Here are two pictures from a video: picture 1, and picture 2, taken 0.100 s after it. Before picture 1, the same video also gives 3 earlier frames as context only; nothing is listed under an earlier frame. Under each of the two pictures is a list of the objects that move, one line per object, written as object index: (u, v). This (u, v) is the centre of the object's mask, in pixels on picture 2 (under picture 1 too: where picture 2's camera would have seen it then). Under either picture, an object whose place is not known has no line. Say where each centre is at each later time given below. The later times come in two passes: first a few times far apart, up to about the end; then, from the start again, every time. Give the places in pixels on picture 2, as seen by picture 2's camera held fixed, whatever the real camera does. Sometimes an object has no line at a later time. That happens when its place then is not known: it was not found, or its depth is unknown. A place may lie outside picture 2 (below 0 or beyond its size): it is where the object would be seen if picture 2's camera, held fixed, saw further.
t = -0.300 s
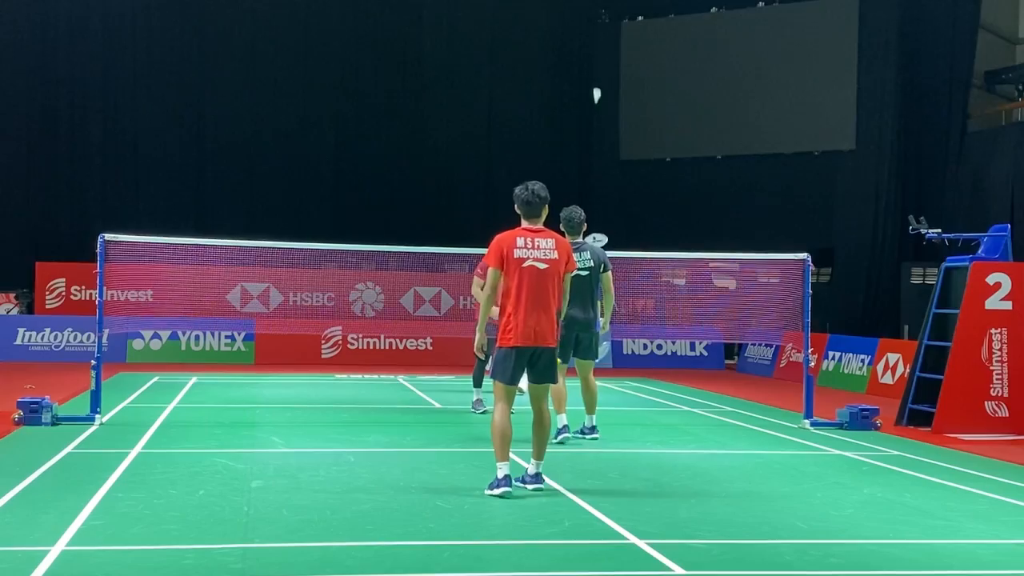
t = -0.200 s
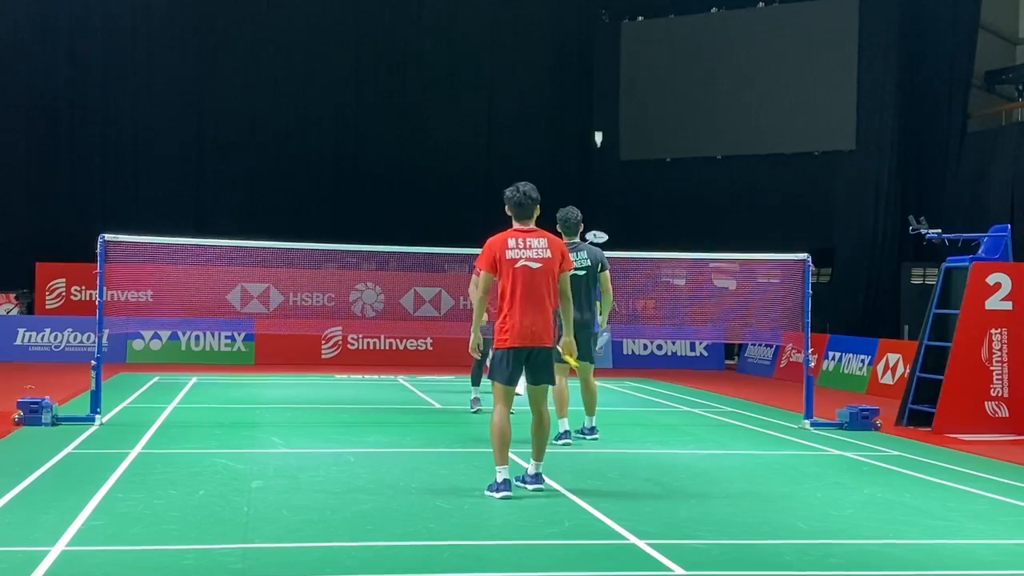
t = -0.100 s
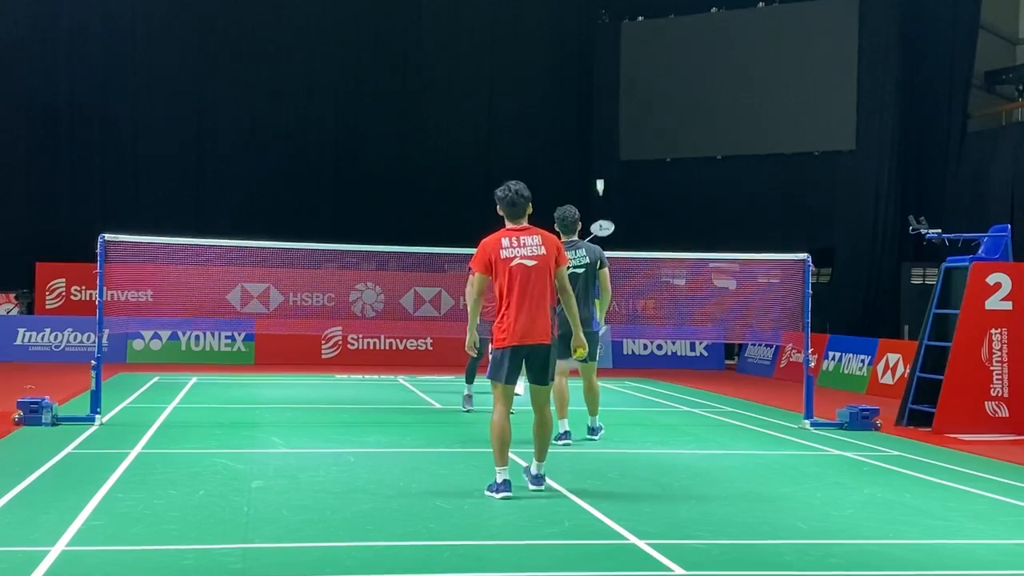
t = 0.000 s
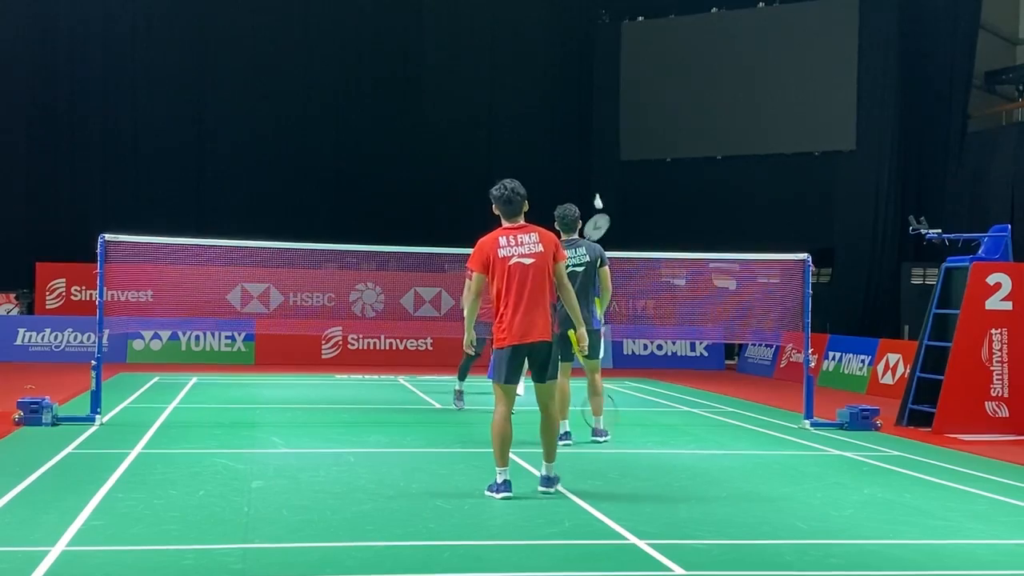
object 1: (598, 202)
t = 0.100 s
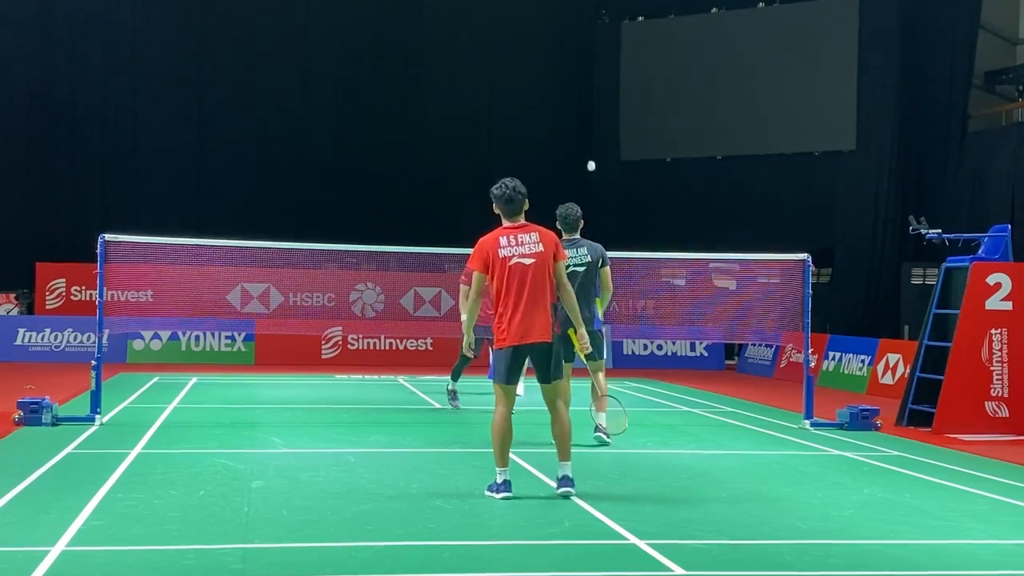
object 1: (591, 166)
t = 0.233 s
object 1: (580, 140)
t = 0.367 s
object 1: (568, 136)
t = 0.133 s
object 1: (589, 156)
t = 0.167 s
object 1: (586, 149)
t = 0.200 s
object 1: (583, 144)
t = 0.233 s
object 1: (580, 140)
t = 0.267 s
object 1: (576, 137)
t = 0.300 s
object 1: (574, 136)
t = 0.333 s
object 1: (571, 135)
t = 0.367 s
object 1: (568, 136)
